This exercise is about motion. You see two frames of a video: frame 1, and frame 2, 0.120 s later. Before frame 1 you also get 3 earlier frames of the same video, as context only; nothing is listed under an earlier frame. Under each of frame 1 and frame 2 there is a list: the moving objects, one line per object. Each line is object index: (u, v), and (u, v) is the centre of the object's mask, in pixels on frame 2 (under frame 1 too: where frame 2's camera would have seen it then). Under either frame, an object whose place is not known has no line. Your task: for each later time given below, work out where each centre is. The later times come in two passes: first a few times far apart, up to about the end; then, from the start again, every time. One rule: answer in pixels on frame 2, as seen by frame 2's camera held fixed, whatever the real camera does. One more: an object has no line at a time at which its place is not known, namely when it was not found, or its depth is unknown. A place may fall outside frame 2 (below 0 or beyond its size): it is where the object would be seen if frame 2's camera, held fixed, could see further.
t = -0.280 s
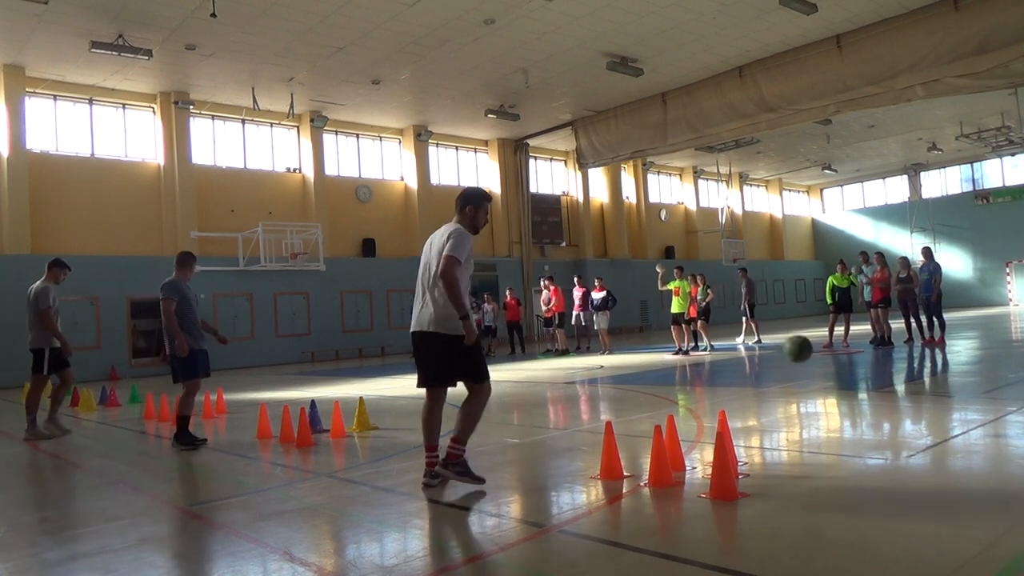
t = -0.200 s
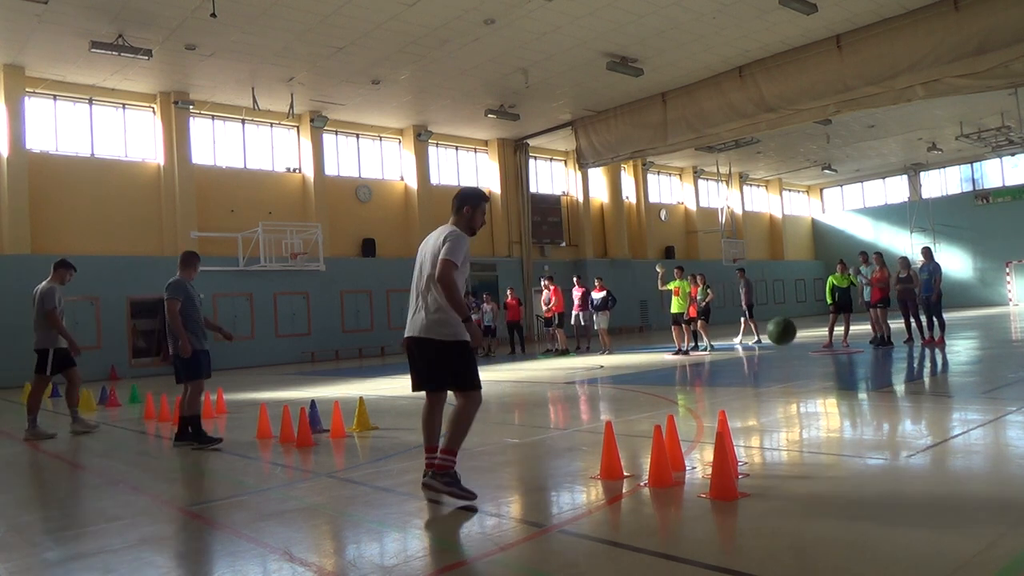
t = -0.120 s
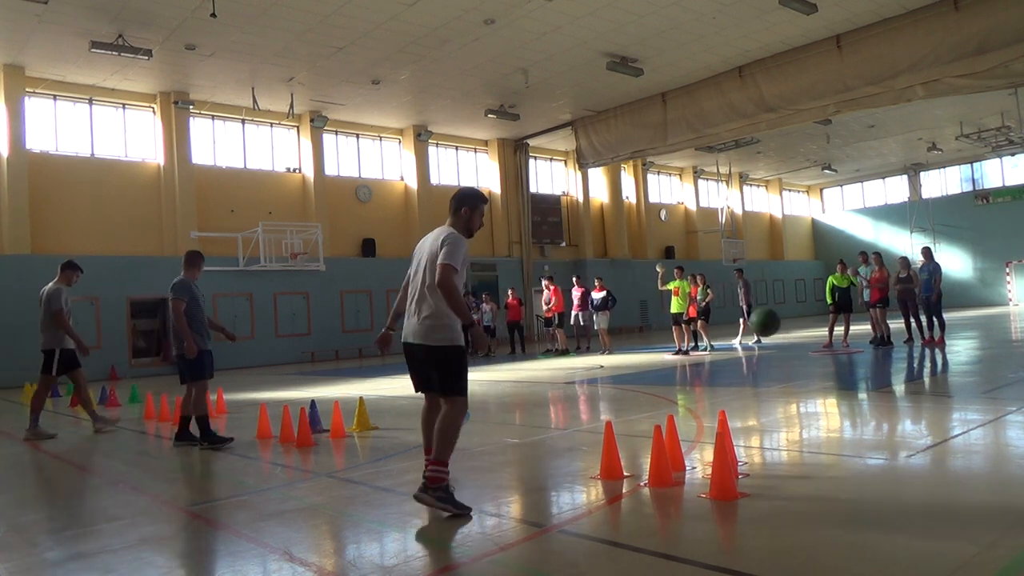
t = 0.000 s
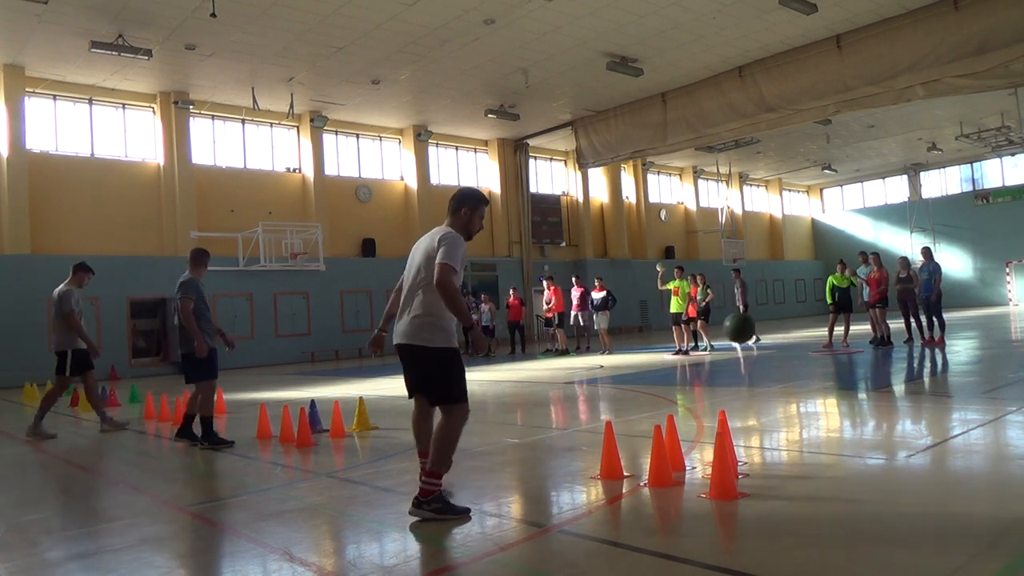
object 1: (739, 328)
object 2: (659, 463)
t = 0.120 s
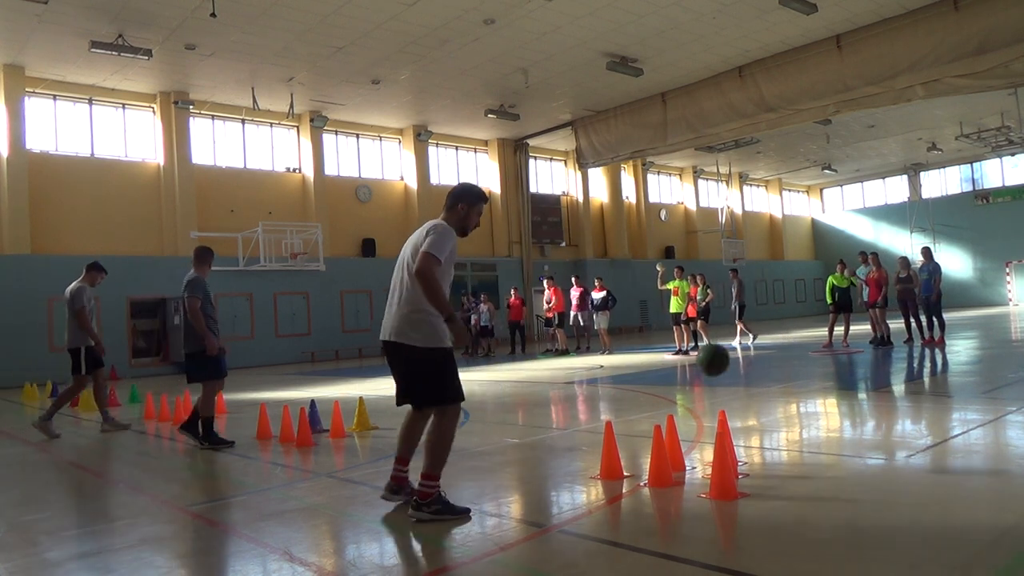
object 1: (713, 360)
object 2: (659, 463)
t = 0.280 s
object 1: (679, 448)
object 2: (654, 463)
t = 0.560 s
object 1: (672, 454)
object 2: (604, 463)
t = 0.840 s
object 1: (668, 494)
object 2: (600, 467)
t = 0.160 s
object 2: (659, 463)
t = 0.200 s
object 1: (694, 398)
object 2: (659, 462)
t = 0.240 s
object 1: (686, 423)
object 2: (659, 462)
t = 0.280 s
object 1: (679, 448)
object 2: (654, 463)
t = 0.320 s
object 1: (677, 471)
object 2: (640, 464)
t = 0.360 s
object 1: (676, 462)
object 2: (632, 462)
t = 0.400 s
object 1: (674, 454)
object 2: (625, 458)
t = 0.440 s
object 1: (673, 449)
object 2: (617, 460)
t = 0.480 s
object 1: (673, 447)
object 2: (611, 464)
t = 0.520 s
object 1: (672, 448)
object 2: (609, 462)
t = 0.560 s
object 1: (672, 454)
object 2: (604, 463)
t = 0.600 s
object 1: (671, 462)
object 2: (603, 464)
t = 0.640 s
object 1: (672, 475)
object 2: (601, 463)
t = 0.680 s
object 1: (672, 493)
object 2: (602, 465)
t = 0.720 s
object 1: (672, 509)
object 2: (602, 466)
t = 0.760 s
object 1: (670, 500)
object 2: (602, 467)
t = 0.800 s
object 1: (669, 495)
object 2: (601, 467)
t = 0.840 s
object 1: (668, 494)
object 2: (600, 467)
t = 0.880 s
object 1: (667, 497)
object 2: (604, 464)
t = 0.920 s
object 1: (666, 505)
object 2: (604, 464)
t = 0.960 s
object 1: (665, 518)
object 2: (601, 465)
